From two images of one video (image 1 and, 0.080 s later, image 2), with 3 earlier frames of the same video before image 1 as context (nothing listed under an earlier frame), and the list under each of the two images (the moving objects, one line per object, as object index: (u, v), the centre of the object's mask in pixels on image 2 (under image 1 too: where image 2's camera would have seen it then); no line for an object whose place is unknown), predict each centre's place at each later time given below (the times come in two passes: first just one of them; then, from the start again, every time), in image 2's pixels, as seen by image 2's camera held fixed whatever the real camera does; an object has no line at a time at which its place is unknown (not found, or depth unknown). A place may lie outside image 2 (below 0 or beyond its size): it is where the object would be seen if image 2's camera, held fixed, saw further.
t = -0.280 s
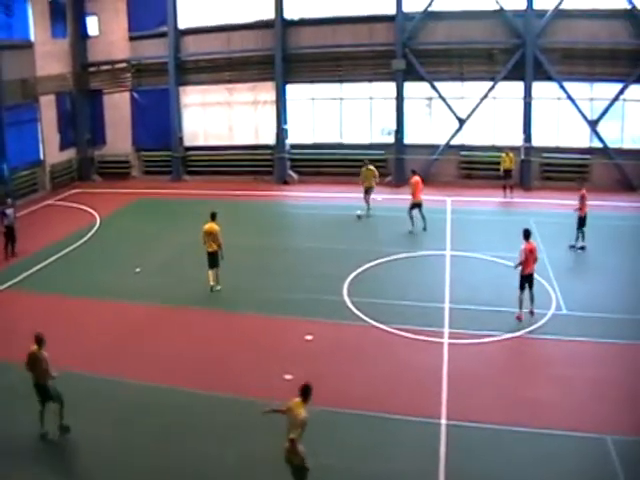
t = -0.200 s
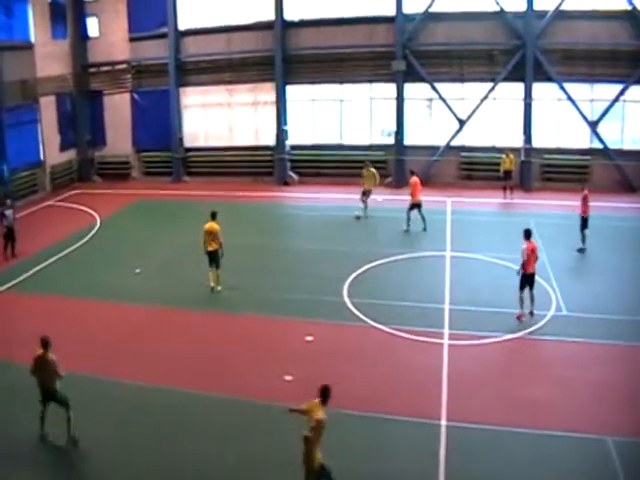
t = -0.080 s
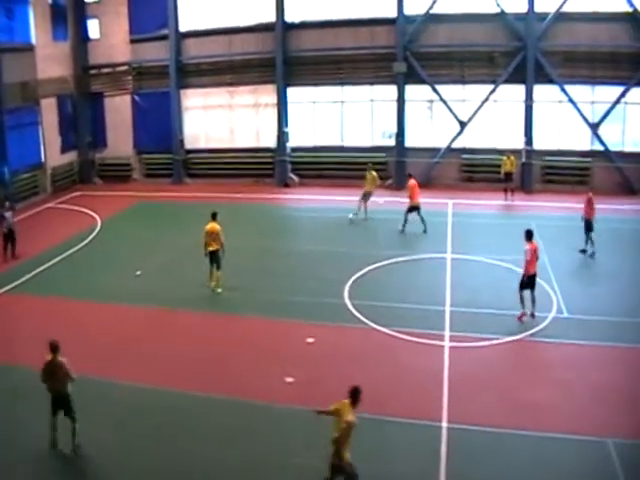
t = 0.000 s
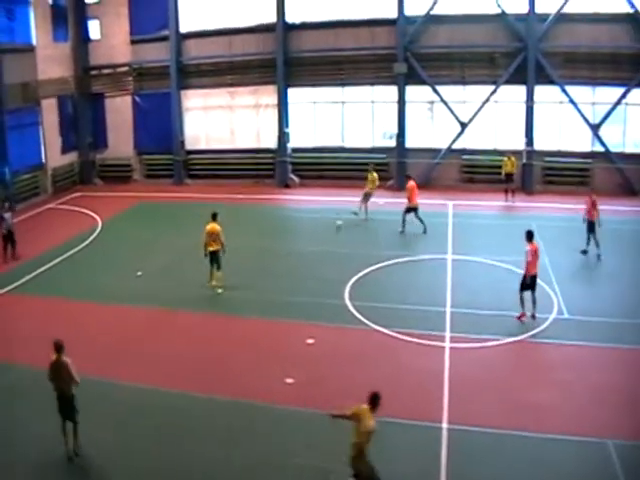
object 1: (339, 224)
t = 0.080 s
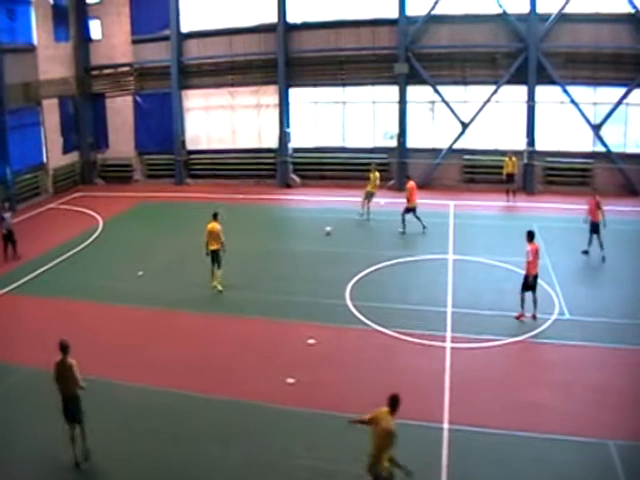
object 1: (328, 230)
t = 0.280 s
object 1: (298, 243)
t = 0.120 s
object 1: (322, 233)
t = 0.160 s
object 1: (315, 235)
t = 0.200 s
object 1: (309, 238)
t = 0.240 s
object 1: (305, 241)
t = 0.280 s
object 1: (298, 243)
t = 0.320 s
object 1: (292, 247)
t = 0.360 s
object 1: (286, 249)
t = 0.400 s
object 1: (280, 251)
